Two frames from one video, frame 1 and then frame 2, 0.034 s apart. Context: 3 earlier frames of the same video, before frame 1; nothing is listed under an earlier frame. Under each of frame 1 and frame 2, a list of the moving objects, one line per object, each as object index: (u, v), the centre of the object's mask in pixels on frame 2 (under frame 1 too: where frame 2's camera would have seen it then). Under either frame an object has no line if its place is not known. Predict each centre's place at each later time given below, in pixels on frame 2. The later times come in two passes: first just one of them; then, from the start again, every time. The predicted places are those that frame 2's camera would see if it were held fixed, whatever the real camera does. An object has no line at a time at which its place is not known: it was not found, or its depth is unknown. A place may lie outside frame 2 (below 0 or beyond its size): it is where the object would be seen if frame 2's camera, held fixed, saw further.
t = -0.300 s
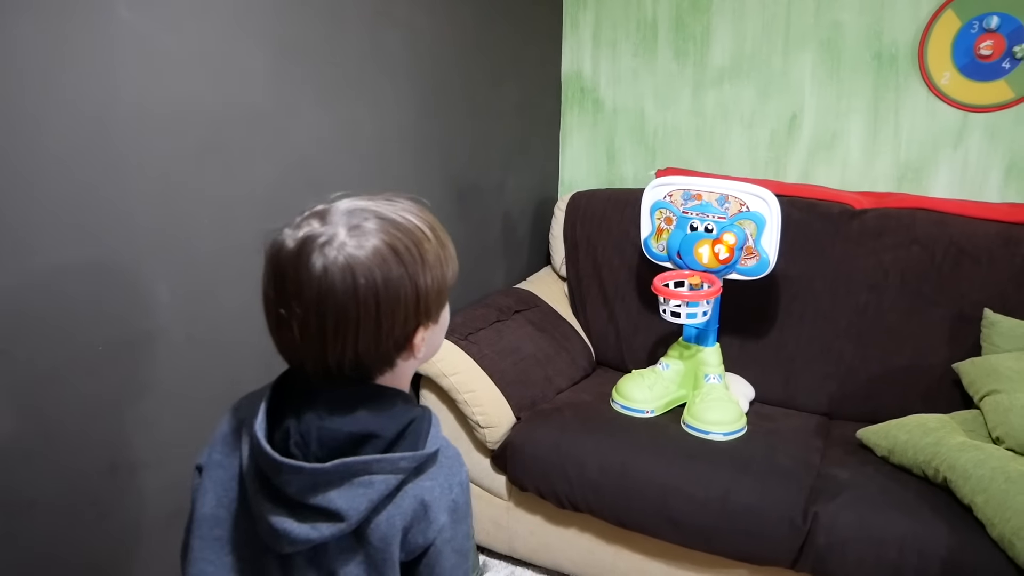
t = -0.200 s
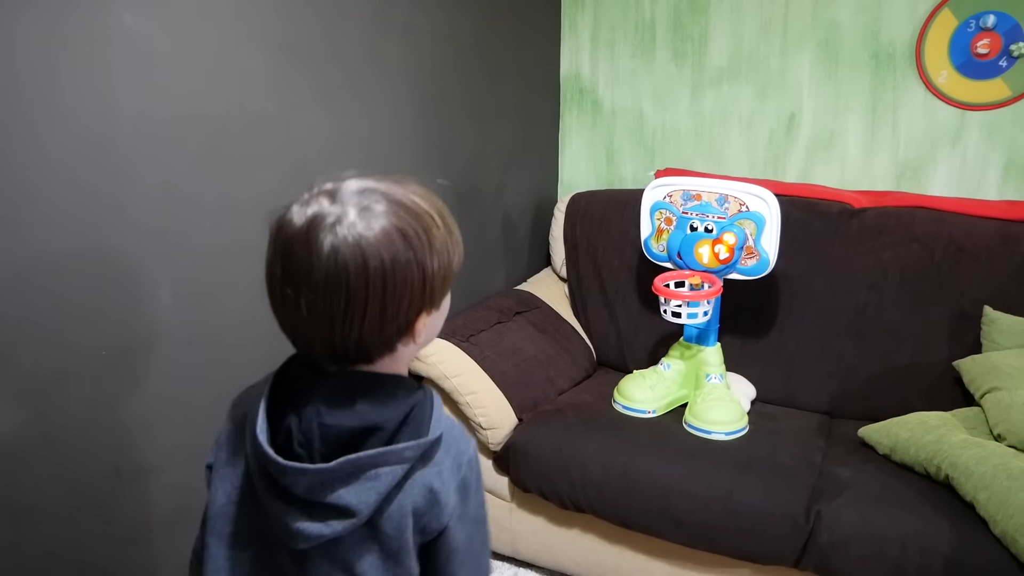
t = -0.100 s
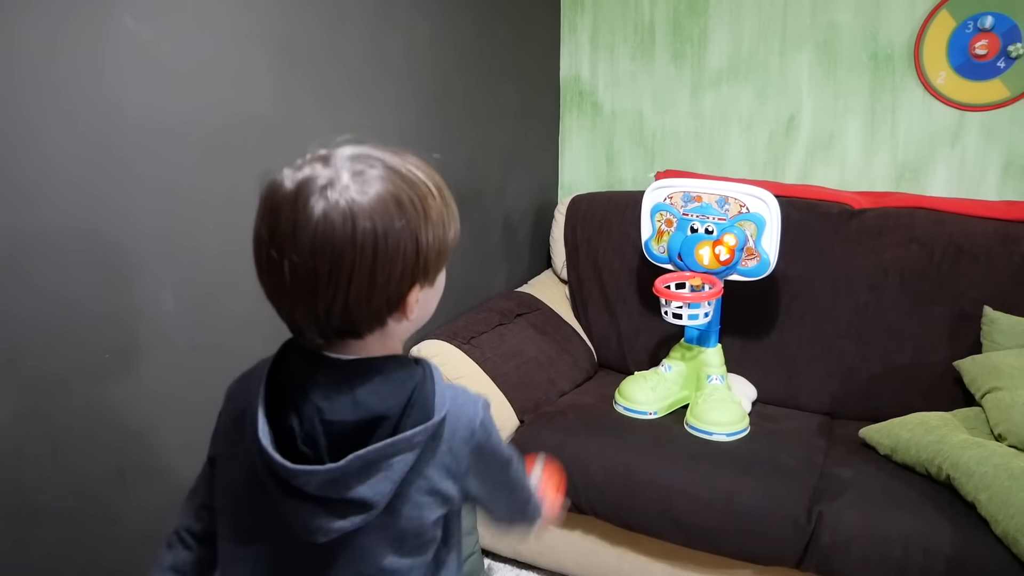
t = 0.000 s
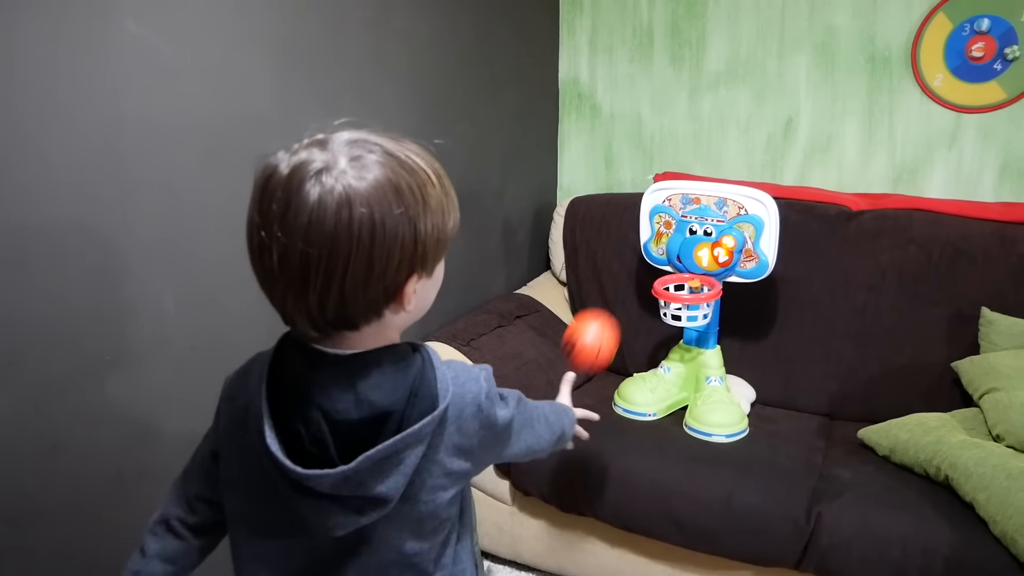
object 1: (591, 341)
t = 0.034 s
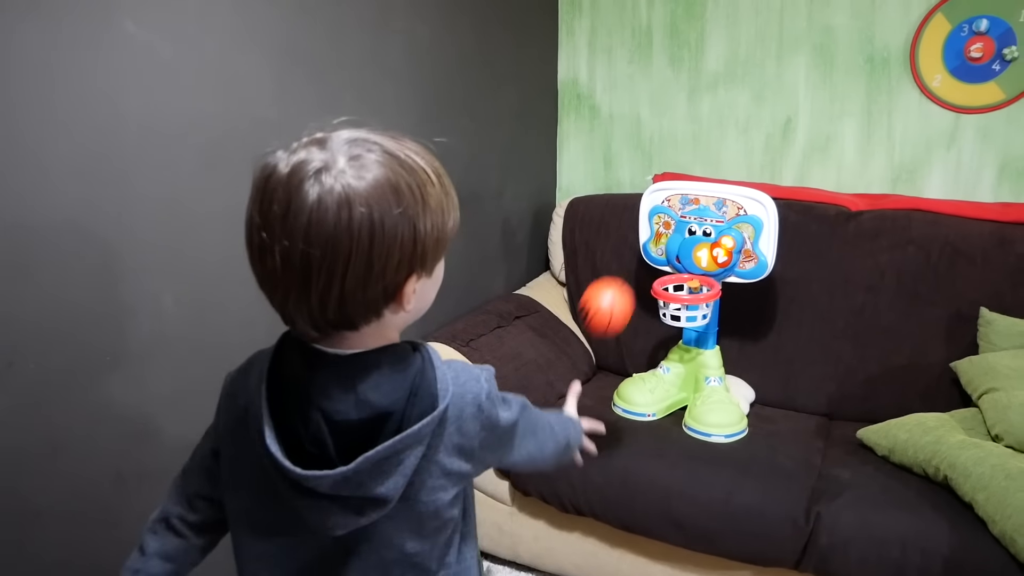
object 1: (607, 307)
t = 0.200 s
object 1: (669, 236)
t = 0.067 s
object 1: (622, 279)
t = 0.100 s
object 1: (634, 261)
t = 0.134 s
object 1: (646, 247)
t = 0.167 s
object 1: (658, 238)
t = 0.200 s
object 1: (669, 236)
